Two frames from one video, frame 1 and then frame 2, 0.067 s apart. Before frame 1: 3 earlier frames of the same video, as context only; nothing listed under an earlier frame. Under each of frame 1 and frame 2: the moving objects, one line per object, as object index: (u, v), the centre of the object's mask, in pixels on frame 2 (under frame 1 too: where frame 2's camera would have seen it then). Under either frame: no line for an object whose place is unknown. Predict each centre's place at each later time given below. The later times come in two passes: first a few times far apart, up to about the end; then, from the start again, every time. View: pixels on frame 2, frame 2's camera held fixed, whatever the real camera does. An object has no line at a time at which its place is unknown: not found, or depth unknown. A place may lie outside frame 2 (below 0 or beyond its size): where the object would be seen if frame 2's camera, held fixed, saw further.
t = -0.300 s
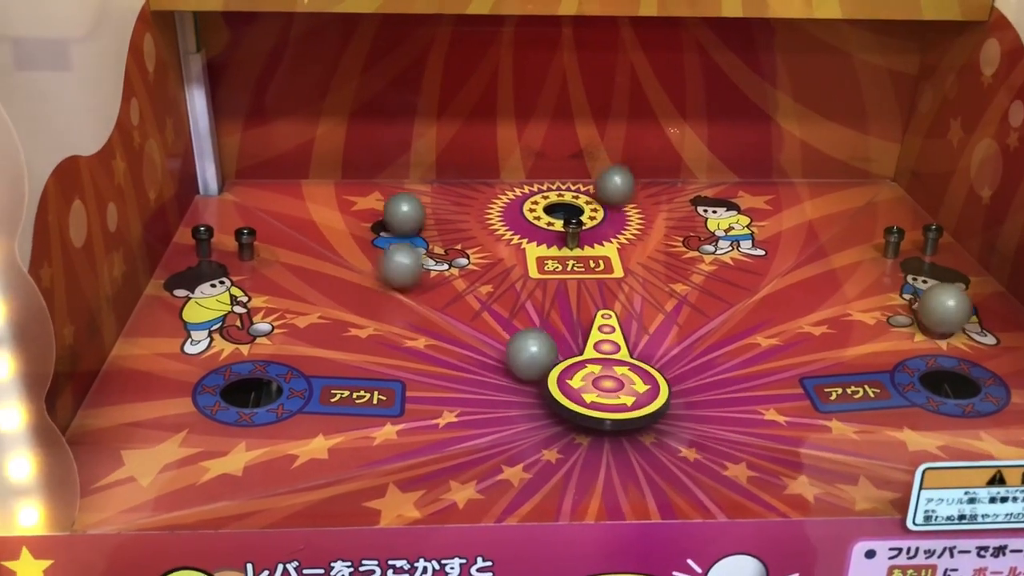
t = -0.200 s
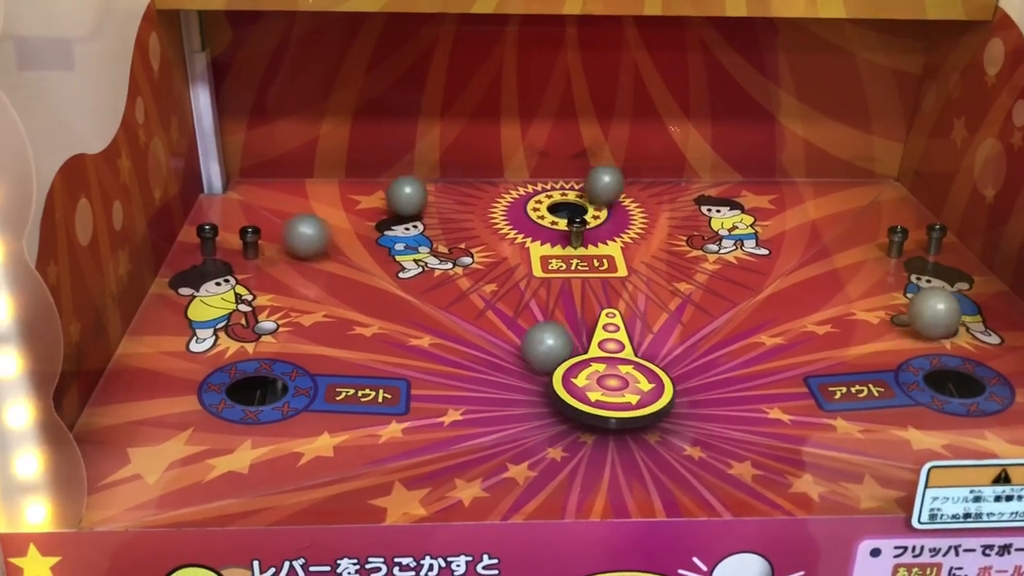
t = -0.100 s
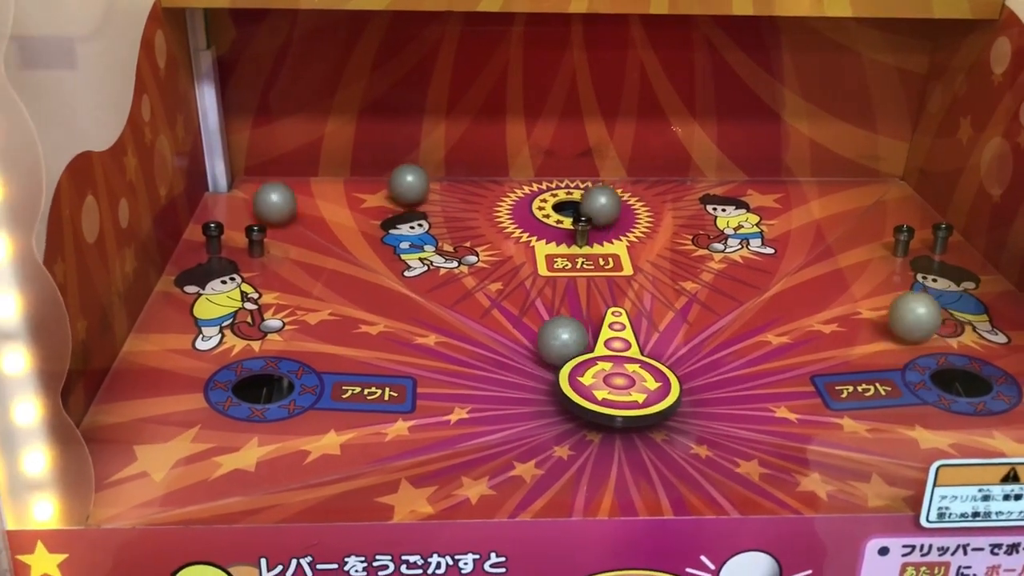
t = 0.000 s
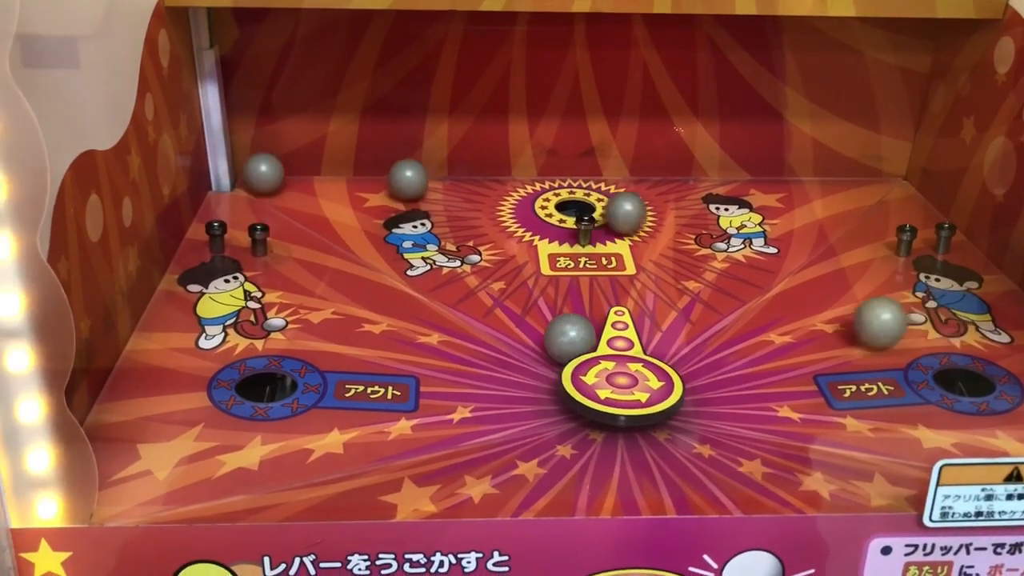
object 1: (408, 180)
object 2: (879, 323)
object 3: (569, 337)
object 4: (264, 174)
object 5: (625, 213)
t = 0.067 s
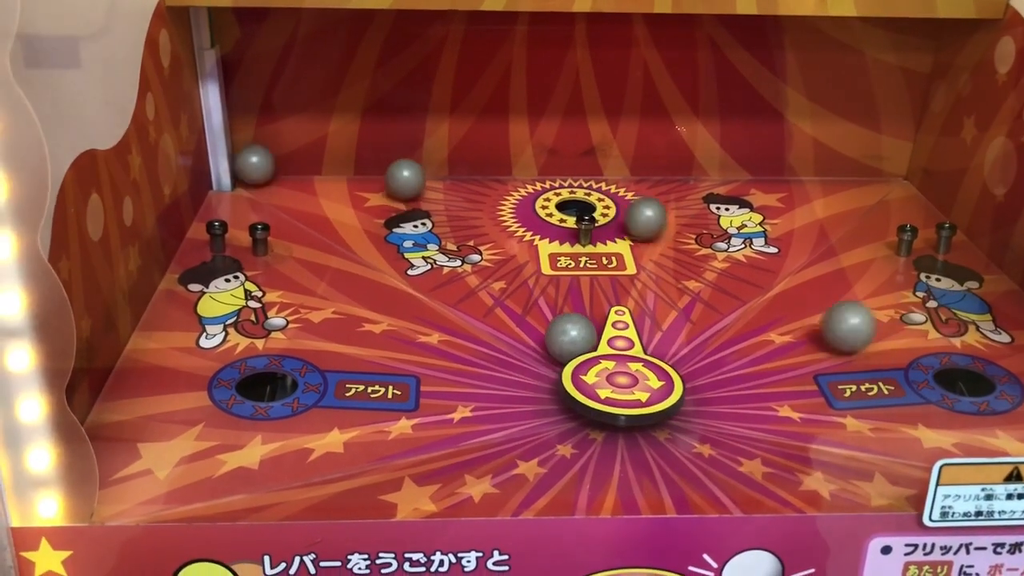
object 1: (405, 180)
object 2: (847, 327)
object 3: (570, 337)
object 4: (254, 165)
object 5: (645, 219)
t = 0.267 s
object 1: (386, 196)
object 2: (719, 345)
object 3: (562, 340)
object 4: (256, 189)
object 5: (712, 255)
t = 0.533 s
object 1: (346, 251)
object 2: (656, 305)
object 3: (544, 351)
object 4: (315, 229)
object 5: (806, 332)
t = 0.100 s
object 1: (402, 181)
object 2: (830, 330)
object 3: (570, 337)
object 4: (249, 170)
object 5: (656, 224)
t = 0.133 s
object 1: (400, 183)
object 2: (810, 332)
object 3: (569, 337)
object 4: (249, 173)
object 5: (666, 227)
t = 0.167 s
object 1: (397, 184)
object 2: (790, 334)
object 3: (568, 337)
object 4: (249, 176)
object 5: (677, 233)
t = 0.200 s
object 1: (394, 188)
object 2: (768, 338)
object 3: (567, 338)
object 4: (251, 180)
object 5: (687, 240)
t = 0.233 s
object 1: (390, 192)
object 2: (744, 341)
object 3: (564, 339)
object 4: (252, 184)
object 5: (700, 248)
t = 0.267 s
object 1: (386, 196)
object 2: (719, 345)
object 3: (562, 340)
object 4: (256, 189)
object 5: (712, 255)
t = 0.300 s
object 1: (382, 201)
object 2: (692, 348)
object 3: (559, 342)
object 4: (259, 193)
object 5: (725, 264)
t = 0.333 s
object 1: (378, 206)
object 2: (682, 343)
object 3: (556, 343)
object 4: (265, 198)
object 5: (739, 274)
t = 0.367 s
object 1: (373, 212)
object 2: (680, 336)
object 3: (552, 346)
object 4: (271, 202)
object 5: (753, 284)
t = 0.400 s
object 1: (368, 219)
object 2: (674, 328)
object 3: (549, 348)
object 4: (278, 208)
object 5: (765, 292)
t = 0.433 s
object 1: (362, 227)
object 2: (670, 320)
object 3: (547, 349)
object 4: (287, 214)
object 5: (777, 302)
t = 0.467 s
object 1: (356, 235)
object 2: (665, 314)
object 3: (545, 350)
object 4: (296, 220)
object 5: (788, 311)
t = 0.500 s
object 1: (350, 243)
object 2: (660, 309)
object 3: (544, 351)
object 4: (306, 225)
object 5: (797, 321)
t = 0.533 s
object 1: (346, 251)
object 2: (656, 305)
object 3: (544, 351)
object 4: (315, 229)
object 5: (806, 332)
